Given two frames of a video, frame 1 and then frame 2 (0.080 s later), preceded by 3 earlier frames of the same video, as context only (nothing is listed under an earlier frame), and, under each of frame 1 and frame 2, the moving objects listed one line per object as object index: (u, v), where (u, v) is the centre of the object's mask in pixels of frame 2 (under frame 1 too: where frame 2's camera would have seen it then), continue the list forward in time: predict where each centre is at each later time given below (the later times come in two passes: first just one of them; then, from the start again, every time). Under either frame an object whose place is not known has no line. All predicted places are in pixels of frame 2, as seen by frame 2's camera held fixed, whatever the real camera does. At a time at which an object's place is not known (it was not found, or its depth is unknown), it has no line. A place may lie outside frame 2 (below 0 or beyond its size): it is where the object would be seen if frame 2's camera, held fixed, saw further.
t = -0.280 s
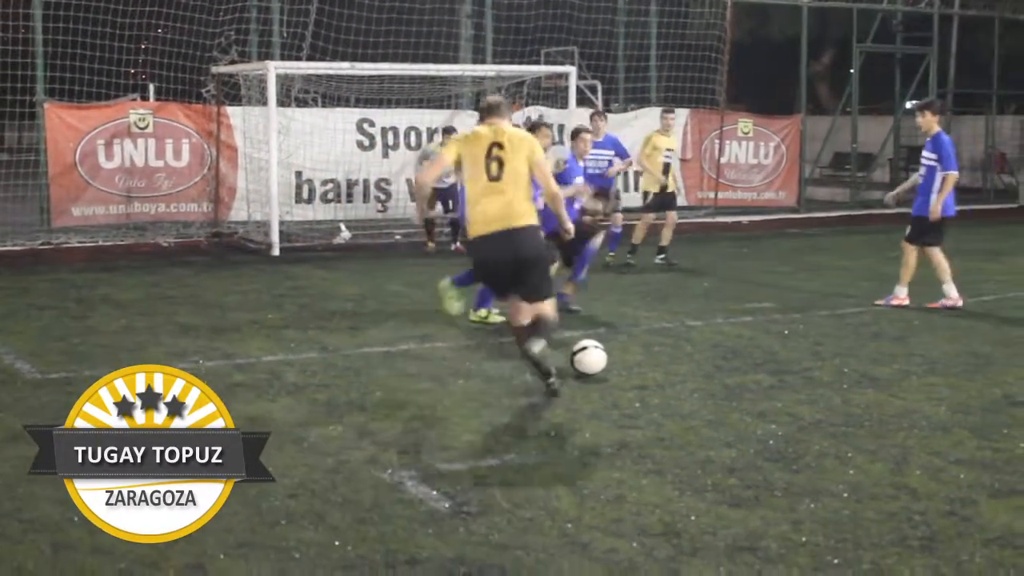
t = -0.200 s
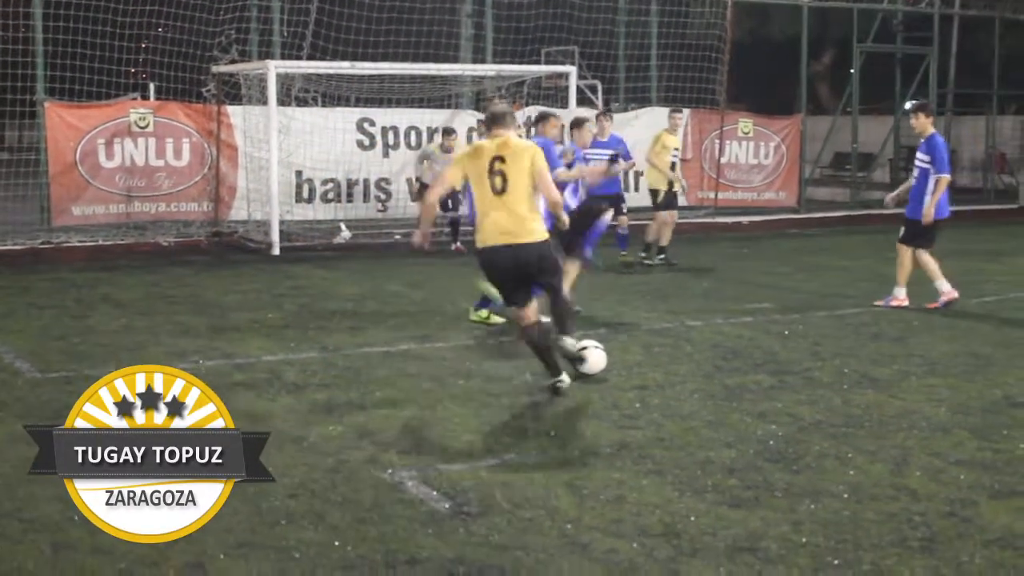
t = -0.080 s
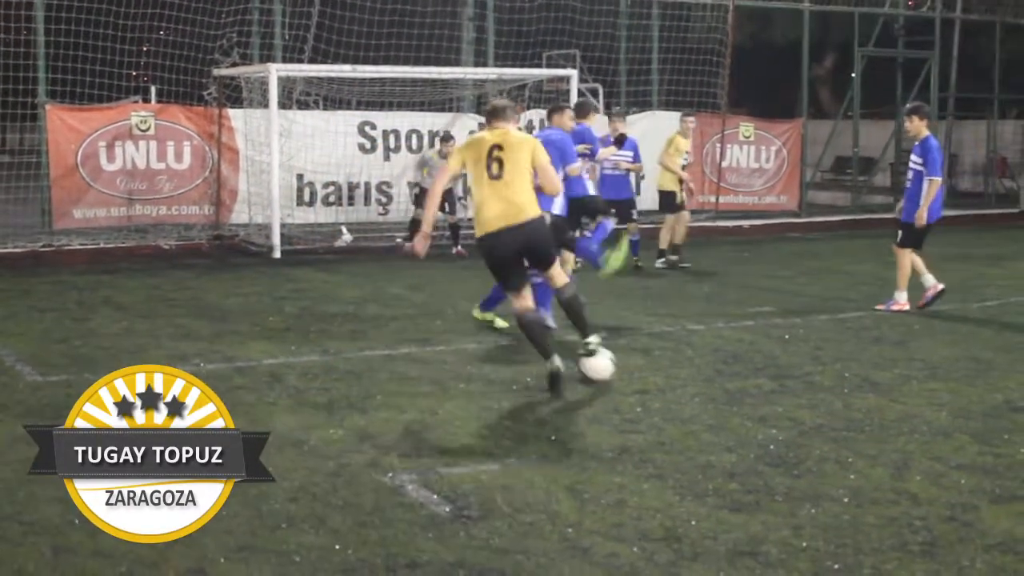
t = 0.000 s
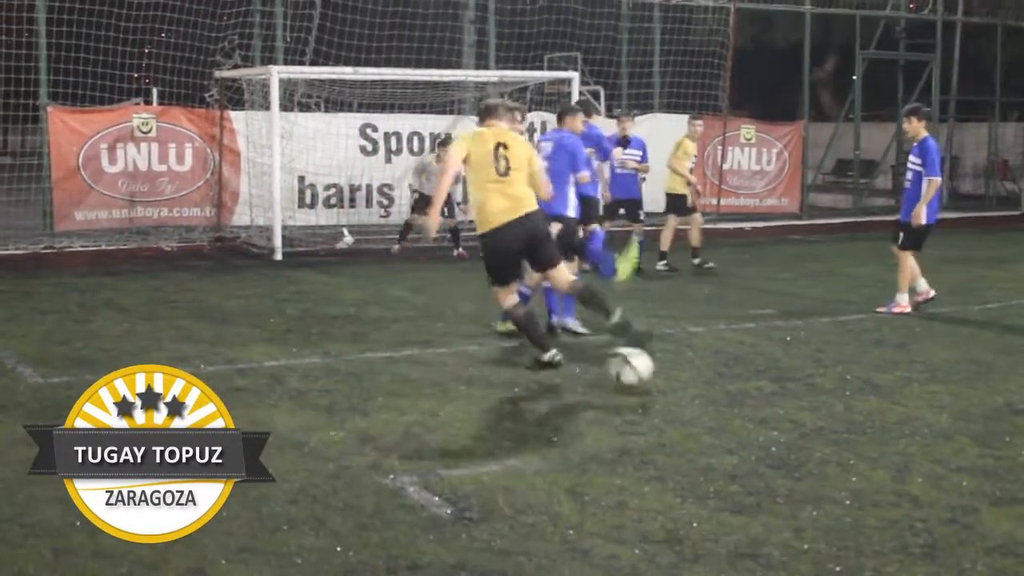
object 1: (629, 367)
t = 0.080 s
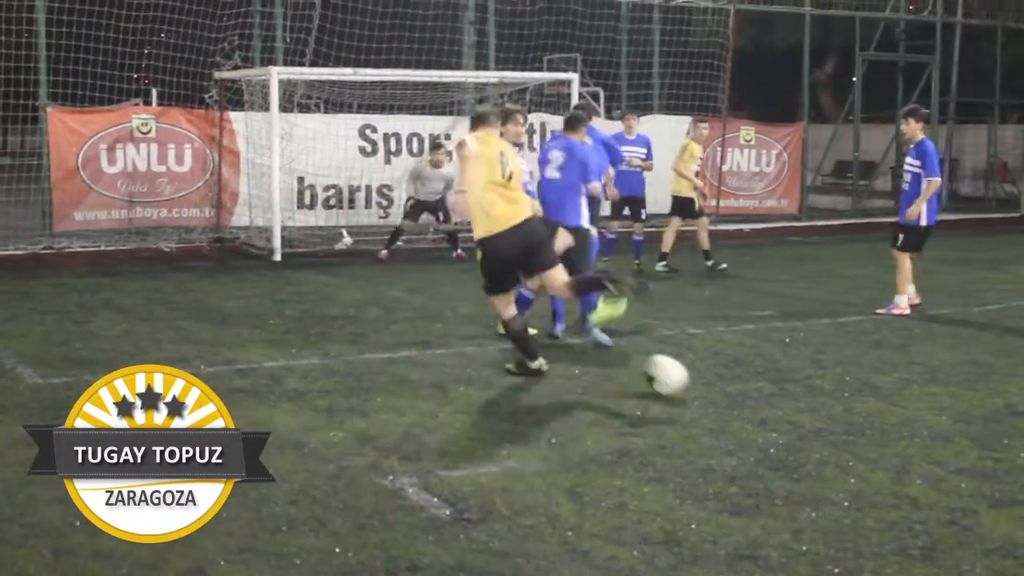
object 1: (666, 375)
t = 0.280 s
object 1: (766, 394)
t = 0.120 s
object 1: (686, 380)
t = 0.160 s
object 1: (704, 384)
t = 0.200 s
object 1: (723, 388)
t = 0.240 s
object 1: (744, 389)
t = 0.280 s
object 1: (766, 394)
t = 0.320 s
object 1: (786, 397)
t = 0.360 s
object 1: (807, 400)
